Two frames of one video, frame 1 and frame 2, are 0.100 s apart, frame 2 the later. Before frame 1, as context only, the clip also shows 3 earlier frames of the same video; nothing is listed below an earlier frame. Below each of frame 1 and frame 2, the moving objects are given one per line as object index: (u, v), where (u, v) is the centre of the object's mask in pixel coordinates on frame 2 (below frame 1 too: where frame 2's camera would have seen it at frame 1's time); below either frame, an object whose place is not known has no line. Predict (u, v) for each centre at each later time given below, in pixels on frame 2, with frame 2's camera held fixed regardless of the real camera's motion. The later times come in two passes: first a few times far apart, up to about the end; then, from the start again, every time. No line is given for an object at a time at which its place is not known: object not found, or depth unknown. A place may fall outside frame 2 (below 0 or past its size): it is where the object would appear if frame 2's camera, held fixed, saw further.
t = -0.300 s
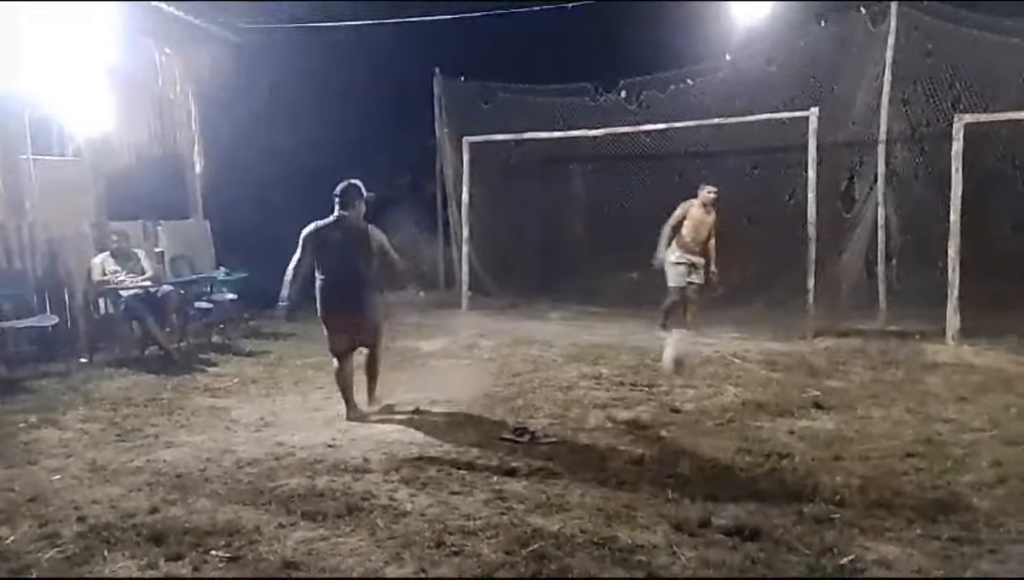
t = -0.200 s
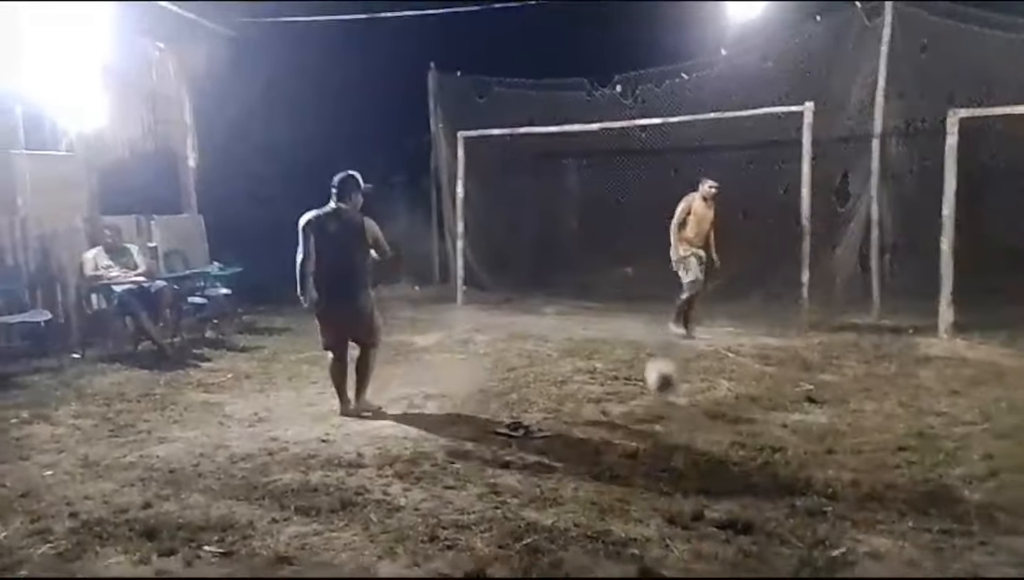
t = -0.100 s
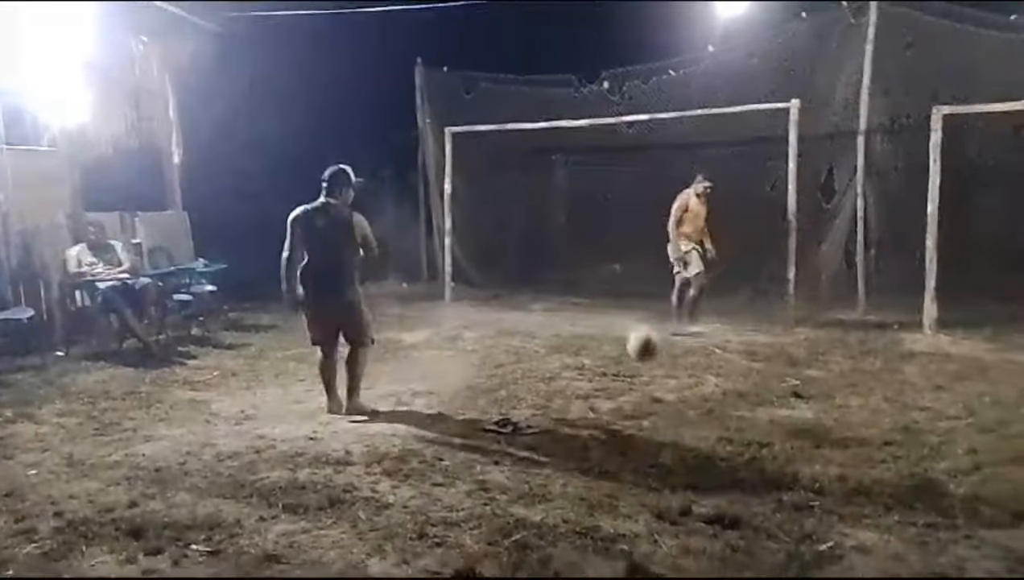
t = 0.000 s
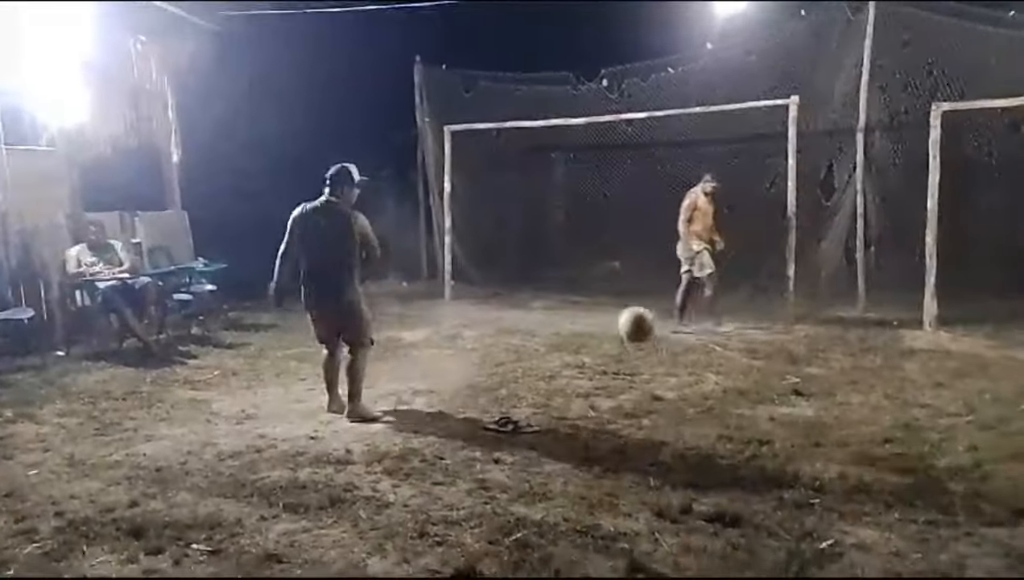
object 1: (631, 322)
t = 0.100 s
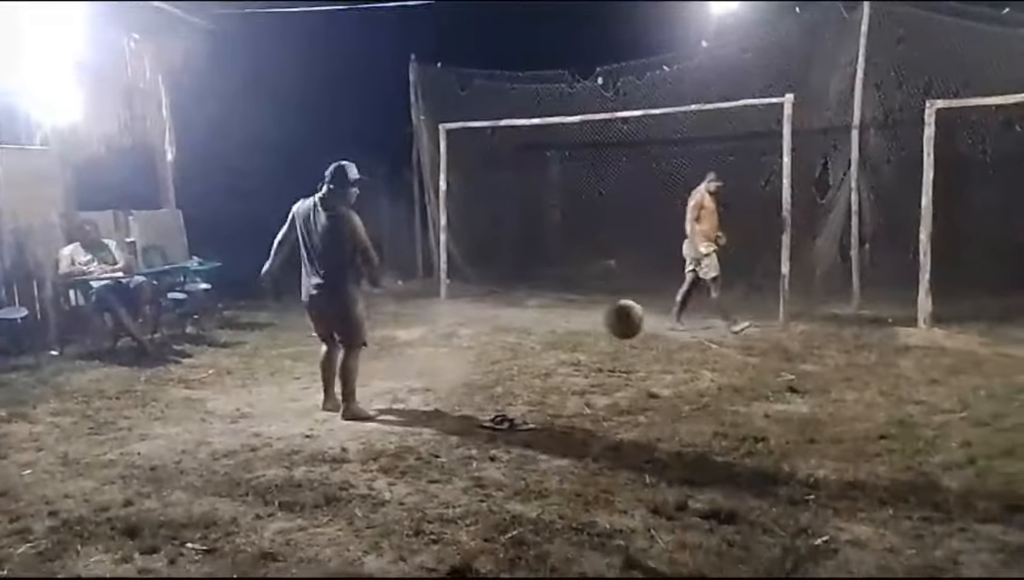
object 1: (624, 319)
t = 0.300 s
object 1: (605, 372)
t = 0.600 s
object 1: (566, 513)
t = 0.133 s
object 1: (623, 322)
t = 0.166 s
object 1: (618, 327)
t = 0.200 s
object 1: (614, 335)
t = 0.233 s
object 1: (612, 345)
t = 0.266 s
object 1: (607, 360)
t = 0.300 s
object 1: (605, 372)
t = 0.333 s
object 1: (599, 397)
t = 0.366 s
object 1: (594, 420)
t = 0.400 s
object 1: (595, 442)
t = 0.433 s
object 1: (592, 476)
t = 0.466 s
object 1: (590, 510)
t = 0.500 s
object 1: (585, 510)
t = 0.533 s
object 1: (579, 507)
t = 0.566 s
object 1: (573, 509)
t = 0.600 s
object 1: (566, 513)
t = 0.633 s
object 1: (561, 519)
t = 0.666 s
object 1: (552, 532)
